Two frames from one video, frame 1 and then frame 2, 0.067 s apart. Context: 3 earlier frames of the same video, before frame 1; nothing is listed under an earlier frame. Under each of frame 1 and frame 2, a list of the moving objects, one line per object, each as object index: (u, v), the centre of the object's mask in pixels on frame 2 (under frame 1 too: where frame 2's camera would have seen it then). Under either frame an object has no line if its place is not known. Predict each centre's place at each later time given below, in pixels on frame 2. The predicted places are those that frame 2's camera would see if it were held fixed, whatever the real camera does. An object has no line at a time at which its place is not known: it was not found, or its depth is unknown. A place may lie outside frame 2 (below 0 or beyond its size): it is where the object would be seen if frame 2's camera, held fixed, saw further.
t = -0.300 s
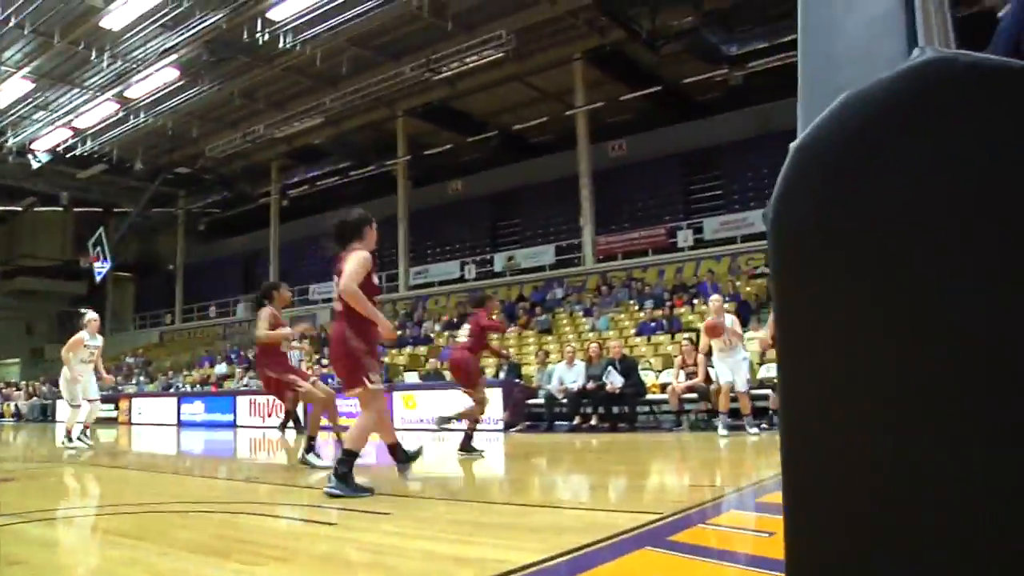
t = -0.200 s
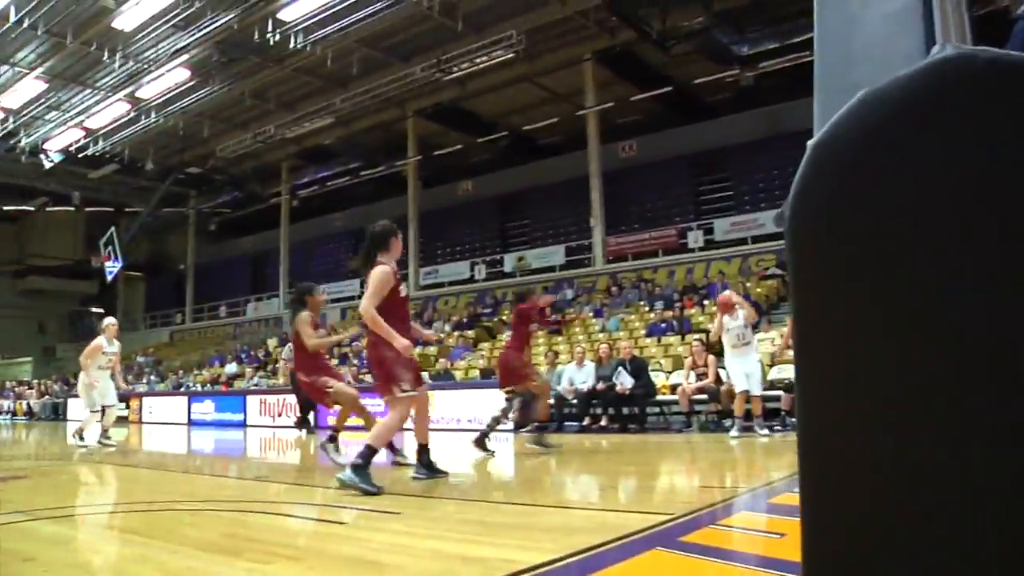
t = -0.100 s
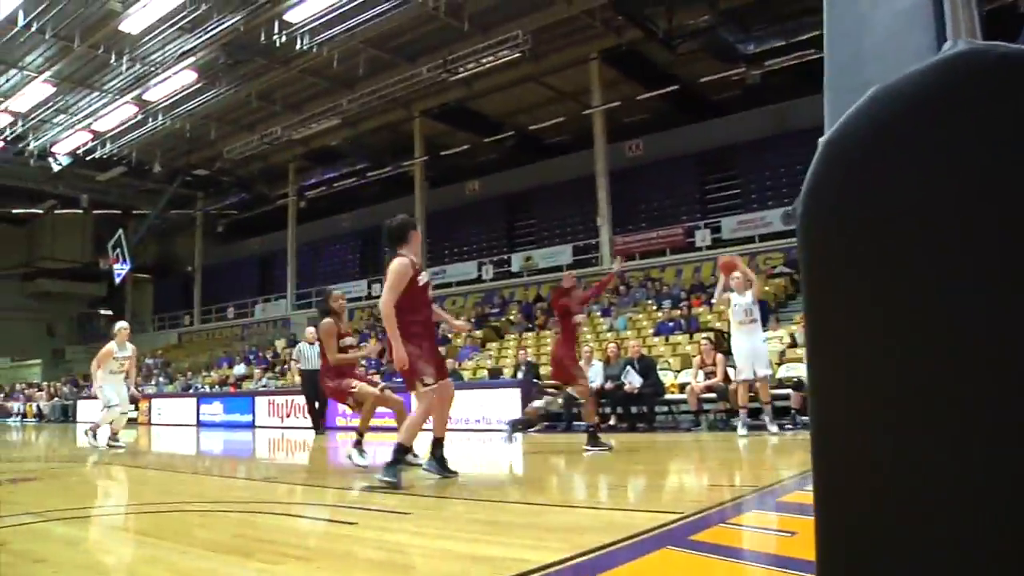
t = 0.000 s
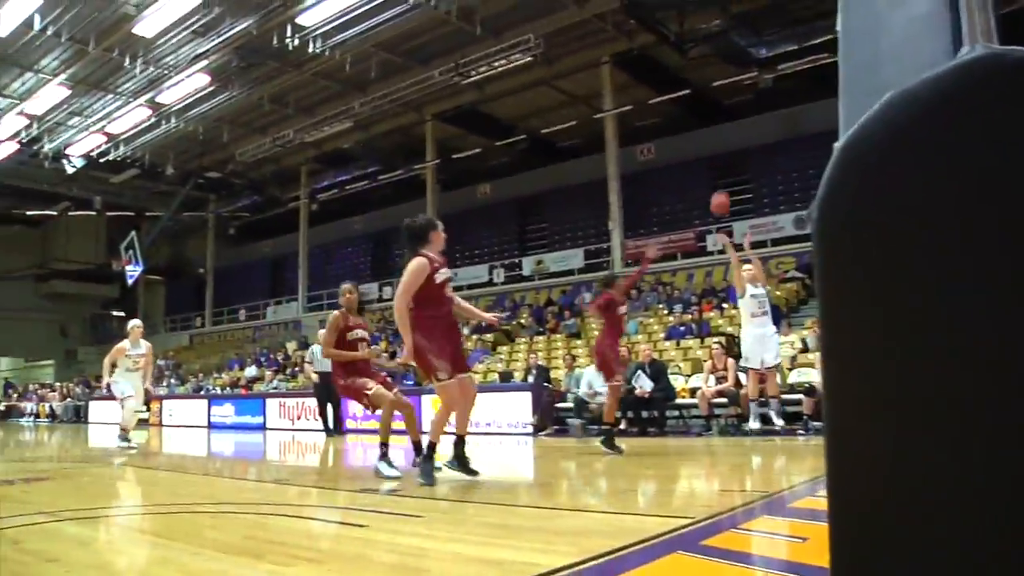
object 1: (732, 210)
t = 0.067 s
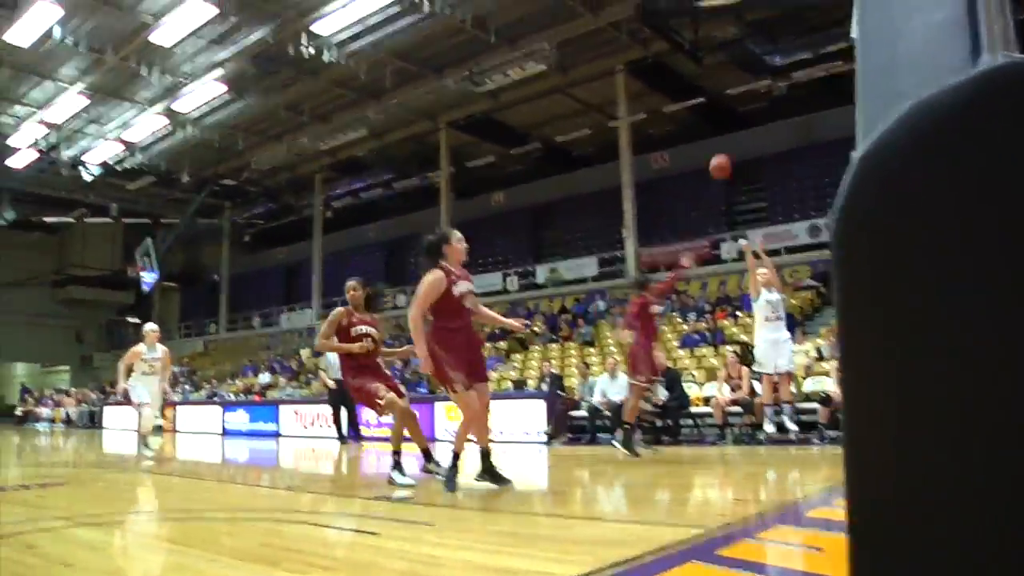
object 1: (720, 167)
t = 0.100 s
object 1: (715, 147)
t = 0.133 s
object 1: (708, 126)
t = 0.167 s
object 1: (701, 107)
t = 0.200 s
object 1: (694, 87)
